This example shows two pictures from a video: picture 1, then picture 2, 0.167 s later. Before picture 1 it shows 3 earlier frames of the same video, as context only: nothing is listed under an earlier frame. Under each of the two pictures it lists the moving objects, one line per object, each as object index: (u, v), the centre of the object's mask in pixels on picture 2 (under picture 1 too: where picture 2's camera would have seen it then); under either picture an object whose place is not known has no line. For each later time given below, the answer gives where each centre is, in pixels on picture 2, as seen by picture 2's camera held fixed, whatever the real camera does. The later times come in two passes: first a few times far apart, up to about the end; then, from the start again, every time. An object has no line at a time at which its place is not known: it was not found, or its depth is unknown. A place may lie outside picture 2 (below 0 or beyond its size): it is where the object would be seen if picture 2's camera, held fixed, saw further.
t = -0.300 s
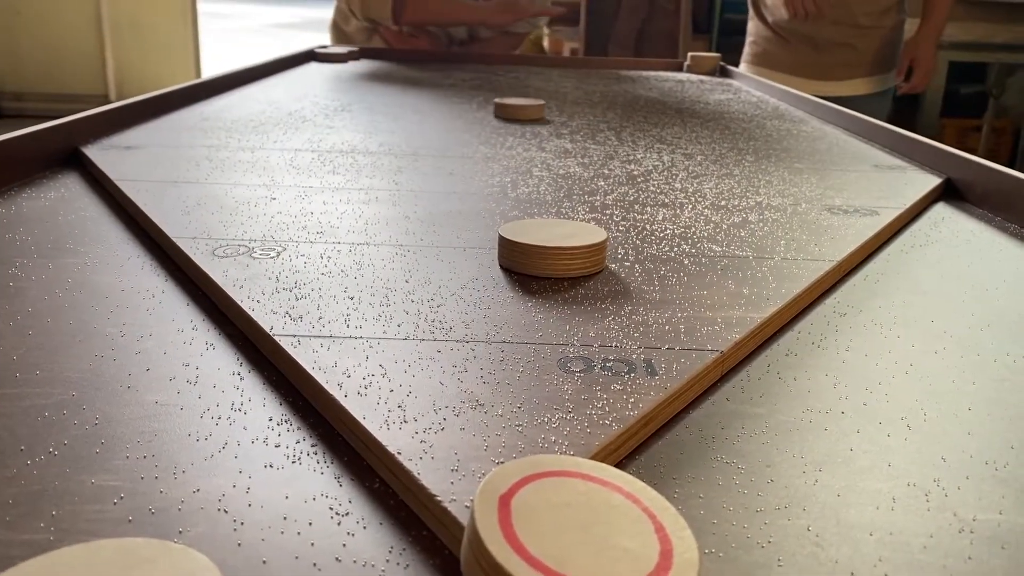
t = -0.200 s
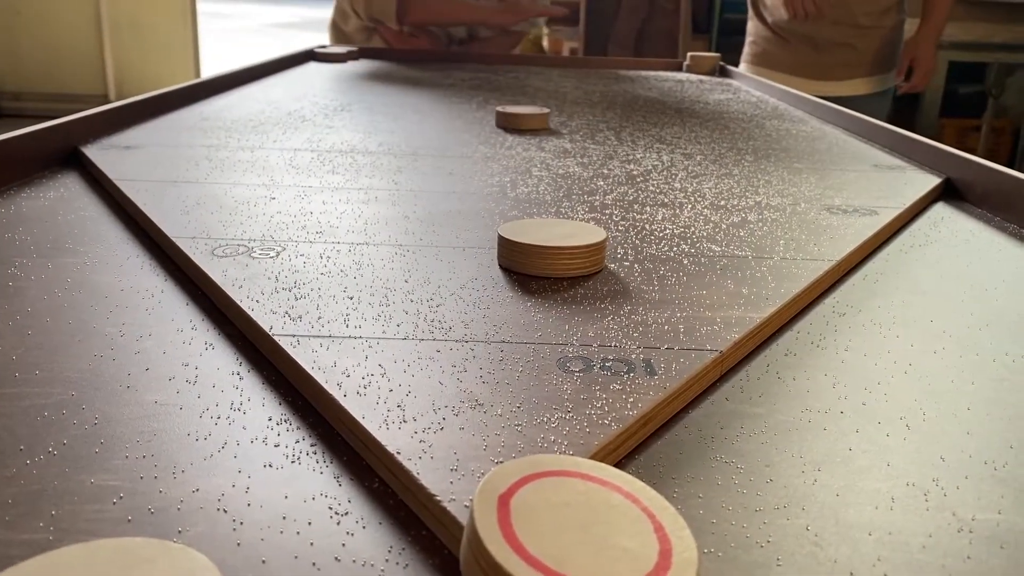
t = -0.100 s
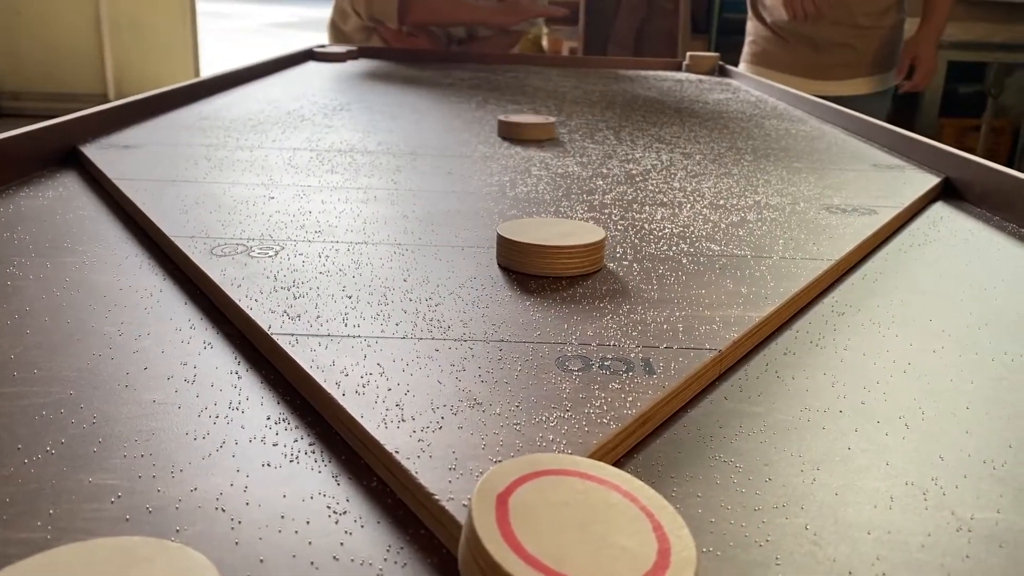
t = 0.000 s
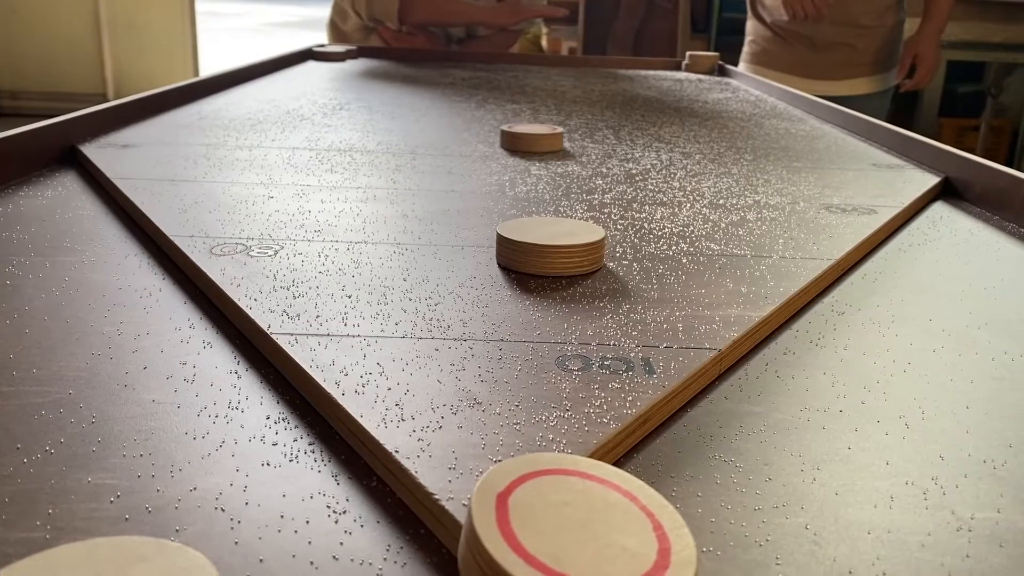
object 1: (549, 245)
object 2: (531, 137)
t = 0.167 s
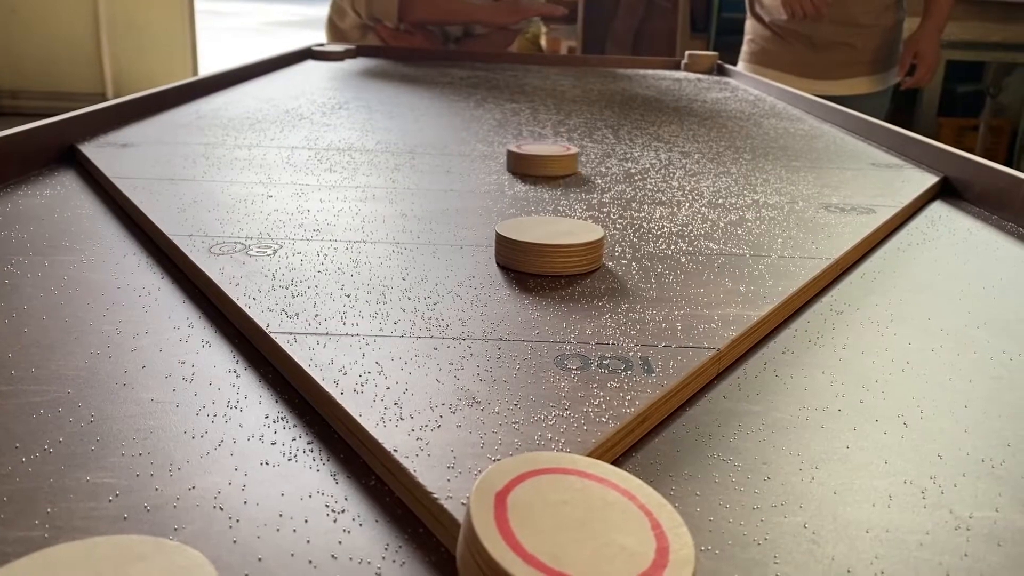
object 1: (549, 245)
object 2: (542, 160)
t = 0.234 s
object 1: (549, 245)
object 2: (548, 170)
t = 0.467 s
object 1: (549, 245)
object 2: (576, 205)
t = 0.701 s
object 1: (518, 284)
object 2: (628, 232)
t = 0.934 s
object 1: (473, 342)
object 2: (672, 243)
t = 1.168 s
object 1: (427, 409)
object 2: (700, 252)
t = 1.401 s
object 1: (367, 494)
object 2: (715, 257)
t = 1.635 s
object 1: (349, 504)
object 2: (718, 259)
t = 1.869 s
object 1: (349, 503)
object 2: (718, 259)
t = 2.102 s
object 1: (349, 502)
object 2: (718, 259)
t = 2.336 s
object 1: (349, 502)
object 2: (718, 259)
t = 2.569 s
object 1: (349, 500)
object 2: (718, 259)
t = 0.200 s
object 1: (549, 245)
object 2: (545, 164)
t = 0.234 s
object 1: (549, 245)
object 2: (548, 170)
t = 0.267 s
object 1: (549, 245)
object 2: (551, 174)
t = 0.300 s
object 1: (549, 245)
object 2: (554, 180)
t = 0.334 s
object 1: (549, 245)
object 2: (557, 185)
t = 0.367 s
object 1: (549, 245)
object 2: (561, 191)
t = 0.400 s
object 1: (549, 245)
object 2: (565, 197)
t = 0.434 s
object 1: (549, 245)
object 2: (570, 201)
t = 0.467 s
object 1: (549, 245)
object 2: (576, 205)
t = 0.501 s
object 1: (549, 245)
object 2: (584, 210)
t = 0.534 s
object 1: (546, 248)
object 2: (593, 216)
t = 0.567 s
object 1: (541, 255)
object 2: (600, 221)
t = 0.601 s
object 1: (535, 262)
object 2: (606, 224)
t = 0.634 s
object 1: (529, 269)
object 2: (613, 228)
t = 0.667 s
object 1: (524, 277)
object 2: (619, 230)
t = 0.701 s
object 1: (518, 284)
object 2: (628, 232)
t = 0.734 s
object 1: (512, 292)
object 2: (635, 233)
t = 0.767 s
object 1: (506, 300)
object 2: (642, 235)
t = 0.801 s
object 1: (500, 309)
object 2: (649, 237)
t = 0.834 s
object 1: (493, 316)
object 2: (656, 238)
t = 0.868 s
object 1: (487, 325)
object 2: (661, 240)
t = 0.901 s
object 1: (480, 333)
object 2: (667, 241)
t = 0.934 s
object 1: (473, 342)
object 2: (672, 243)
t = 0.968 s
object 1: (466, 351)
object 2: (677, 244)
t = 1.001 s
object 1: (460, 361)
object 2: (681, 246)
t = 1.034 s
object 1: (453, 370)
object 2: (685, 247)
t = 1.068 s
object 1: (447, 380)
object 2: (689, 248)
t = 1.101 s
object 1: (441, 390)
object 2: (693, 250)
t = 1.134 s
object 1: (434, 399)
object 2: (697, 251)
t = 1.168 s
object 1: (427, 409)
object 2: (700, 252)
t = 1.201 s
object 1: (420, 420)
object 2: (702, 253)
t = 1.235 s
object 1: (413, 430)
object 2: (705, 254)
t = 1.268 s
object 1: (405, 440)
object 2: (707, 254)
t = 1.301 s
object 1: (398, 453)
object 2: (709, 255)
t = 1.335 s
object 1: (390, 471)
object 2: (712, 256)
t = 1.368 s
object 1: (378, 482)
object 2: (713, 257)
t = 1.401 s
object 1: (367, 494)
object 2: (715, 257)
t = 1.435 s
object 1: (357, 500)
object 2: (716, 258)
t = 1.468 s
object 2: (717, 258)
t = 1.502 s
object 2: (718, 258)
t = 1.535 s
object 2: (718, 259)
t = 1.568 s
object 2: (718, 259)
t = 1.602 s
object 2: (719, 259)
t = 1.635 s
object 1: (349, 504)
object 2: (718, 259)
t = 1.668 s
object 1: (349, 504)
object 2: (718, 259)
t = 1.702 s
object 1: (349, 504)
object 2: (718, 259)
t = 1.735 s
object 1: (349, 504)
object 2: (718, 259)
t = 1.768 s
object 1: (349, 504)
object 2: (718, 259)
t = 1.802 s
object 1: (349, 504)
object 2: (718, 259)
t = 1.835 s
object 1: (349, 503)
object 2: (718, 259)
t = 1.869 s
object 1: (349, 503)
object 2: (718, 259)
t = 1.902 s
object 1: (349, 503)
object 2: (718, 259)
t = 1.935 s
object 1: (349, 503)
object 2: (718, 259)
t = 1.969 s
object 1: (349, 502)
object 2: (718, 259)
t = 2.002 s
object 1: (349, 502)
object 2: (718, 259)
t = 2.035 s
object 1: (349, 502)
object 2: (718, 259)
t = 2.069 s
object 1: (349, 502)
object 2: (718, 259)
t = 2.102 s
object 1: (349, 502)
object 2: (718, 259)
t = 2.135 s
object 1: (349, 502)
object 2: (718, 259)
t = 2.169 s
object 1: (349, 502)
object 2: (718, 259)
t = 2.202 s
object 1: (349, 502)
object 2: (718, 259)
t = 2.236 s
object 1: (349, 502)
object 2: (718, 259)
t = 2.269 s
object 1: (349, 502)
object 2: (718, 259)
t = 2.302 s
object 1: (349, 502)
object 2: (718, 259)
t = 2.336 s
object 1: (349, 502)
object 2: (718, 259)
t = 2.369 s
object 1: (349, 502)
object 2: (718, 259)
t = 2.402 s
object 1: (349, 501)
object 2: (718, 259)
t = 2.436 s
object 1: (349, 501)
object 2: (718, 259)
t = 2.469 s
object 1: (349, 501)
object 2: (718, 259)
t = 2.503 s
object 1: (349, 501)
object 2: (718, 259)
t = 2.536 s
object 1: (349, 501)
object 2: (718, 259)
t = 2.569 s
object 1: (349, 500)
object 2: (718, 259)
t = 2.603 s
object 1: (349, 500)
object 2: (718, 259)
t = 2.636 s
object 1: (349, 500)
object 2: (718, 259)
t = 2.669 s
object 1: (349, 500)
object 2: (718, 259)
